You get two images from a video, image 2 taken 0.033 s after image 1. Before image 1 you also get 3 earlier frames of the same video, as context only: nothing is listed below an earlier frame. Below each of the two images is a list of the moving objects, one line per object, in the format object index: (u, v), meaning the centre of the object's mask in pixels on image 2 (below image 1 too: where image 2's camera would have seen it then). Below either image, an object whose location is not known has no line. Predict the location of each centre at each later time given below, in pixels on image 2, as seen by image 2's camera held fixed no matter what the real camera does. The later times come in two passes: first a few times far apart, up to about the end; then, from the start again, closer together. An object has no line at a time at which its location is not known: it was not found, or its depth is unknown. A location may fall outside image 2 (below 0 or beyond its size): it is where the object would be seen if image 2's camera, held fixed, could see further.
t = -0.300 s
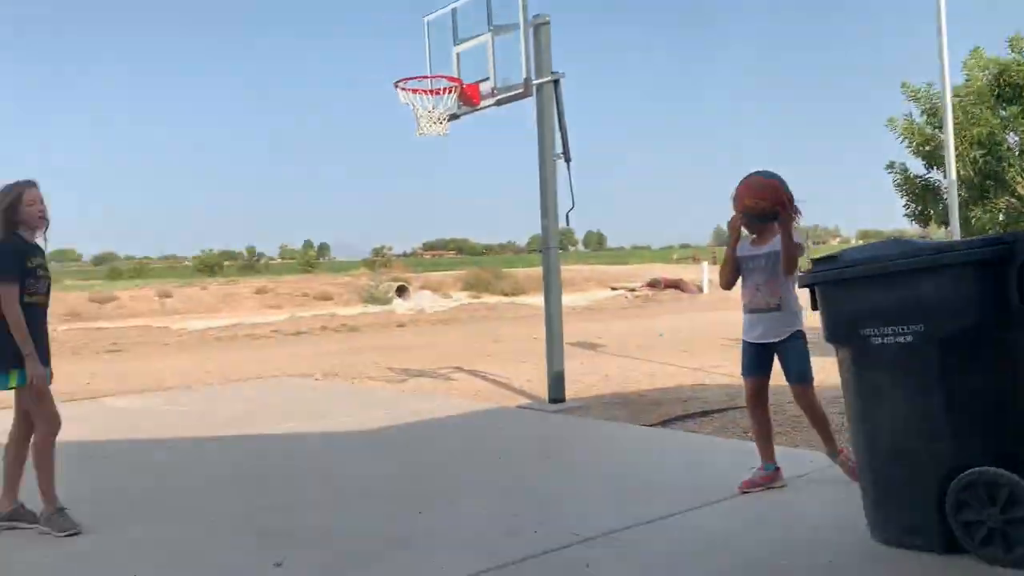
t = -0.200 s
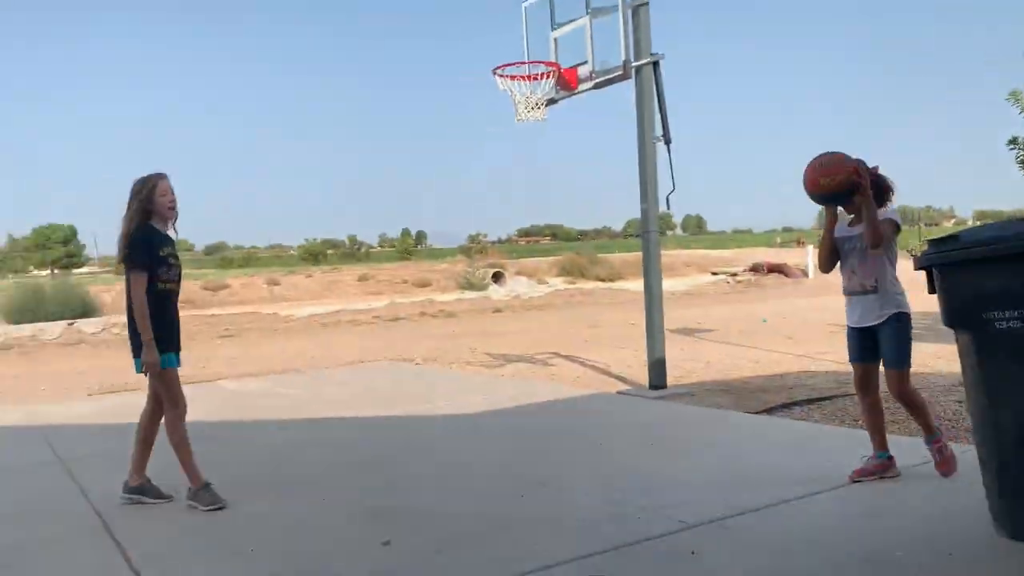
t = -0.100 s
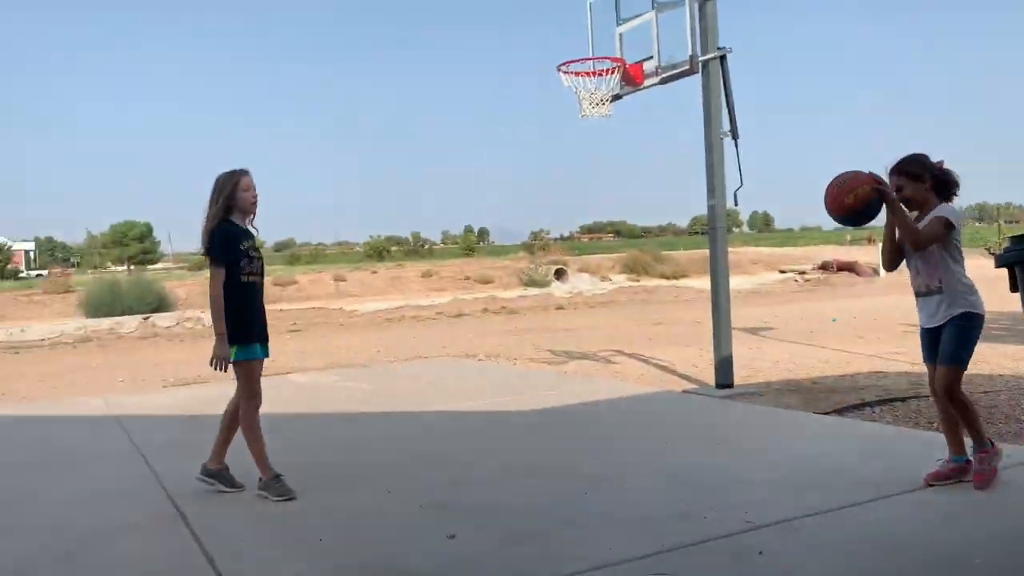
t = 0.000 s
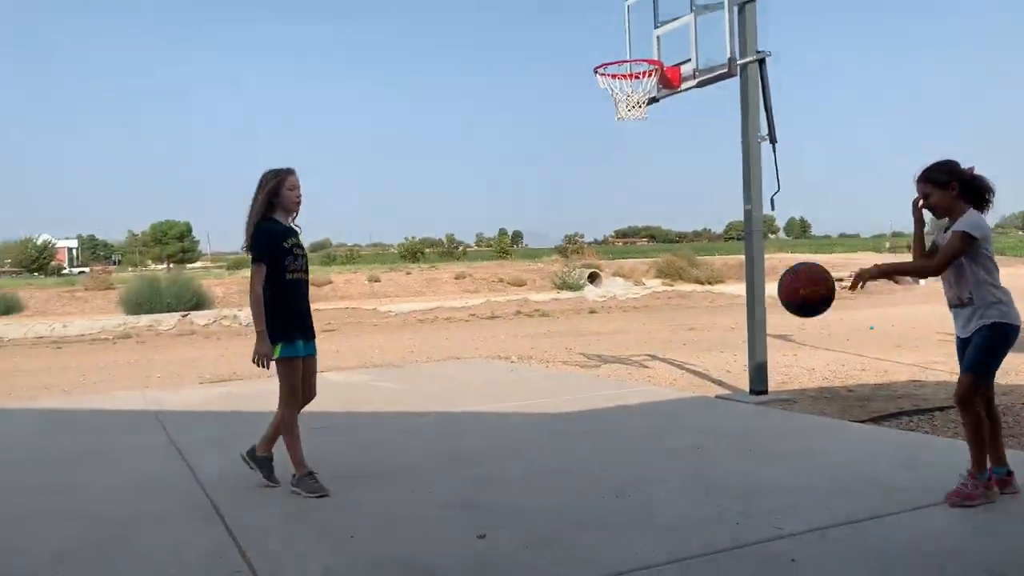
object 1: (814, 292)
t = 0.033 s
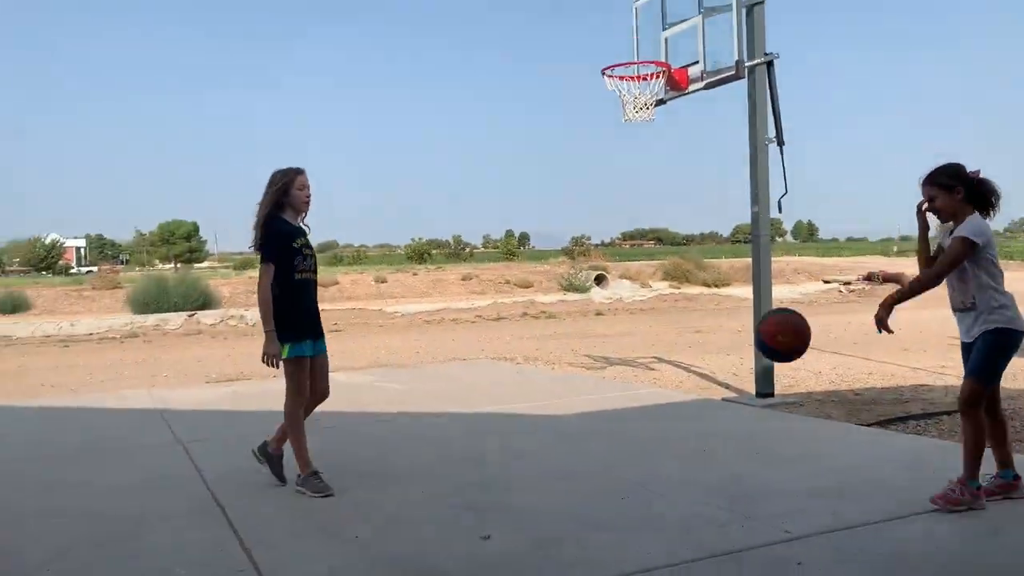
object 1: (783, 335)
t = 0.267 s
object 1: (630, 352)
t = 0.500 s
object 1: (535, 205)
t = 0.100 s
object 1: (723, 426)
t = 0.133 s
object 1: (694, 473)
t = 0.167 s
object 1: (676, 457)
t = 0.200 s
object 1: (660, 419)
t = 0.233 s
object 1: (645, 384)
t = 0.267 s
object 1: (630, 352)
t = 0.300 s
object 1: (616, 323)
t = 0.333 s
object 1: (602, 297)
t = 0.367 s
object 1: (588, 273)
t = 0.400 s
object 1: (575, 253)
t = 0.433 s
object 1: (561, 235)
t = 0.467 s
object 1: (548, 219)
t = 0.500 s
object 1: (535, 205)
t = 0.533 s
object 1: (522, 195)
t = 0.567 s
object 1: (508, 187)
